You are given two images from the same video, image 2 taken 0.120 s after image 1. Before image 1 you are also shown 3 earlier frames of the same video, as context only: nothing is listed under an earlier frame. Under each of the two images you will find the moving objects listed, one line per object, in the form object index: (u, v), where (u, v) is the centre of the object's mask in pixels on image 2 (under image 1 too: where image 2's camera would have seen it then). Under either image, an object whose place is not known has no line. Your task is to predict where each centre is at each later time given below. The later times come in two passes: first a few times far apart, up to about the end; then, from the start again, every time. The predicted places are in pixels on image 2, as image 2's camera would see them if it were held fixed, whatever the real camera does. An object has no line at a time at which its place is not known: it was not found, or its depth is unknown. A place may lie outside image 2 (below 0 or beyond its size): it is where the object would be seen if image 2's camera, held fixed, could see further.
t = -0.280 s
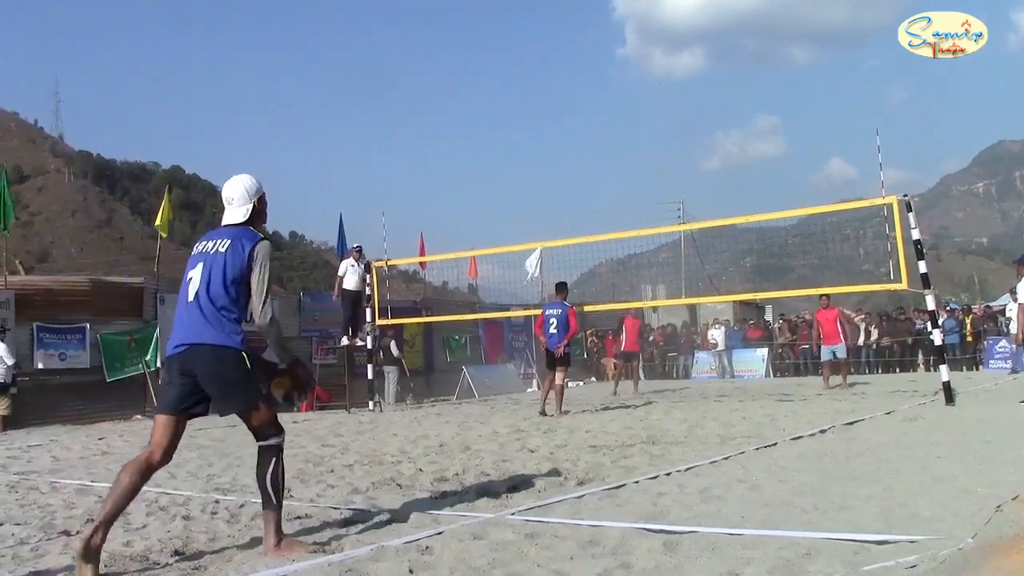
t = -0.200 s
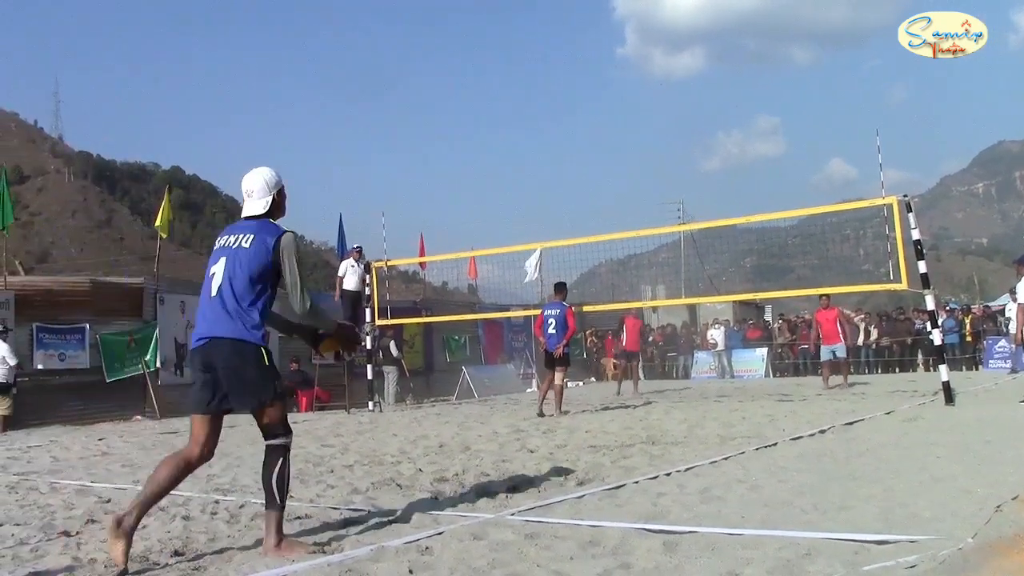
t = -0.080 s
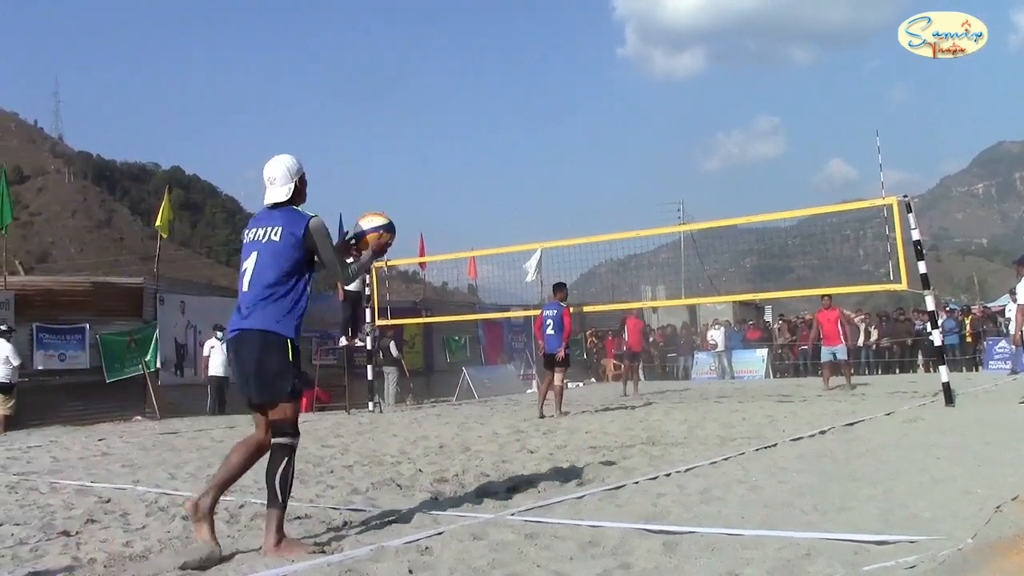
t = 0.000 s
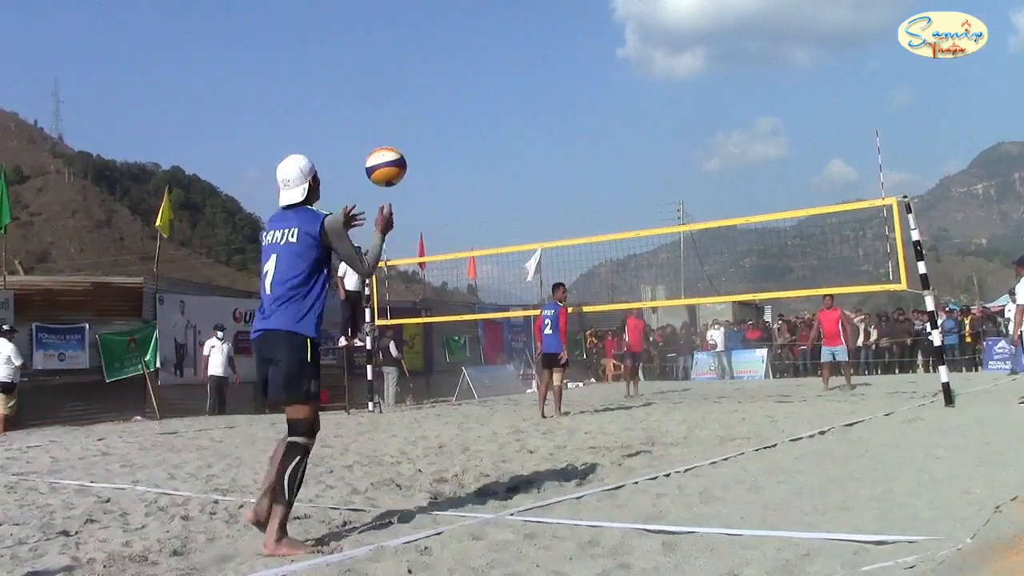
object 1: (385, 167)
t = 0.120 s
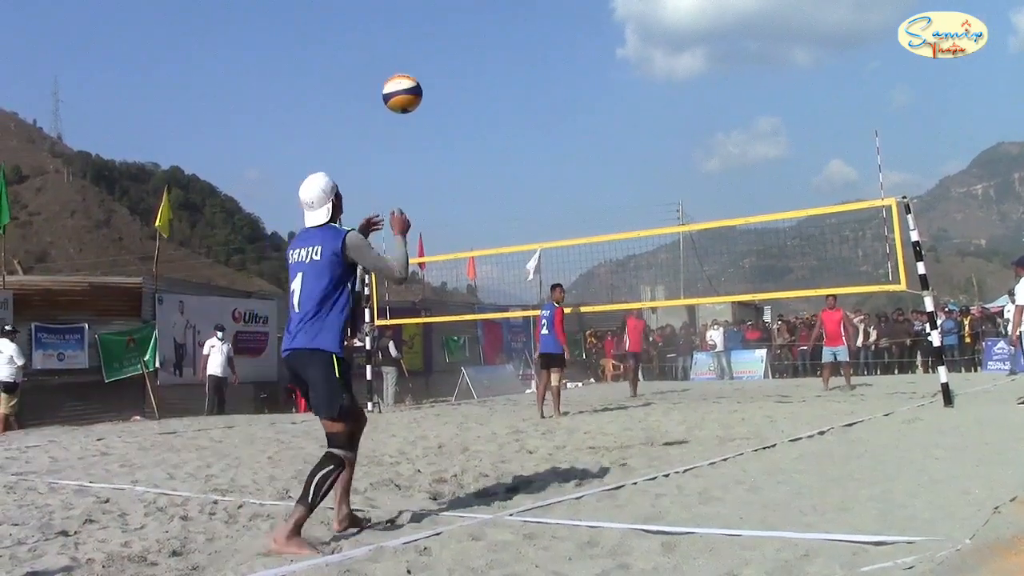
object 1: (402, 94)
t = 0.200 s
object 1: (413, 61)
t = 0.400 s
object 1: (443, 32)
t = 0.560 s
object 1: (466, 56)
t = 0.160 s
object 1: (408, 76)
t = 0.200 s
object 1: (413, 61)
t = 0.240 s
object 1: (419, 50)
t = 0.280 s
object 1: (425, 41)
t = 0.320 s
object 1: (431, 35)
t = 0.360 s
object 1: (437, 32)
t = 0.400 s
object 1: (443, 32)
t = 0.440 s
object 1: (448, 34)
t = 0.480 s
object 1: (454, 39)
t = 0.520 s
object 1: (460, 47)
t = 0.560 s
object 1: (466, 56)
